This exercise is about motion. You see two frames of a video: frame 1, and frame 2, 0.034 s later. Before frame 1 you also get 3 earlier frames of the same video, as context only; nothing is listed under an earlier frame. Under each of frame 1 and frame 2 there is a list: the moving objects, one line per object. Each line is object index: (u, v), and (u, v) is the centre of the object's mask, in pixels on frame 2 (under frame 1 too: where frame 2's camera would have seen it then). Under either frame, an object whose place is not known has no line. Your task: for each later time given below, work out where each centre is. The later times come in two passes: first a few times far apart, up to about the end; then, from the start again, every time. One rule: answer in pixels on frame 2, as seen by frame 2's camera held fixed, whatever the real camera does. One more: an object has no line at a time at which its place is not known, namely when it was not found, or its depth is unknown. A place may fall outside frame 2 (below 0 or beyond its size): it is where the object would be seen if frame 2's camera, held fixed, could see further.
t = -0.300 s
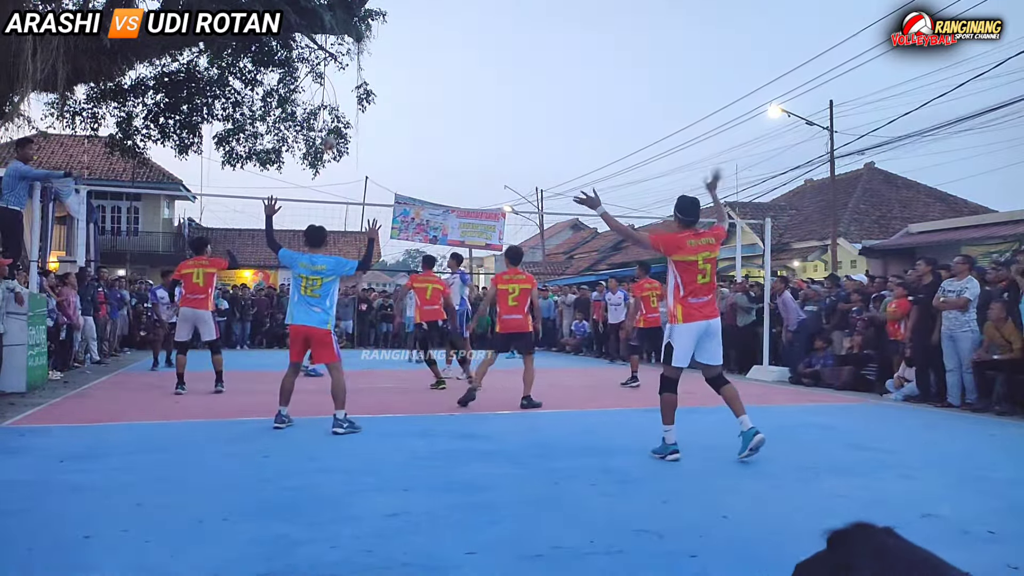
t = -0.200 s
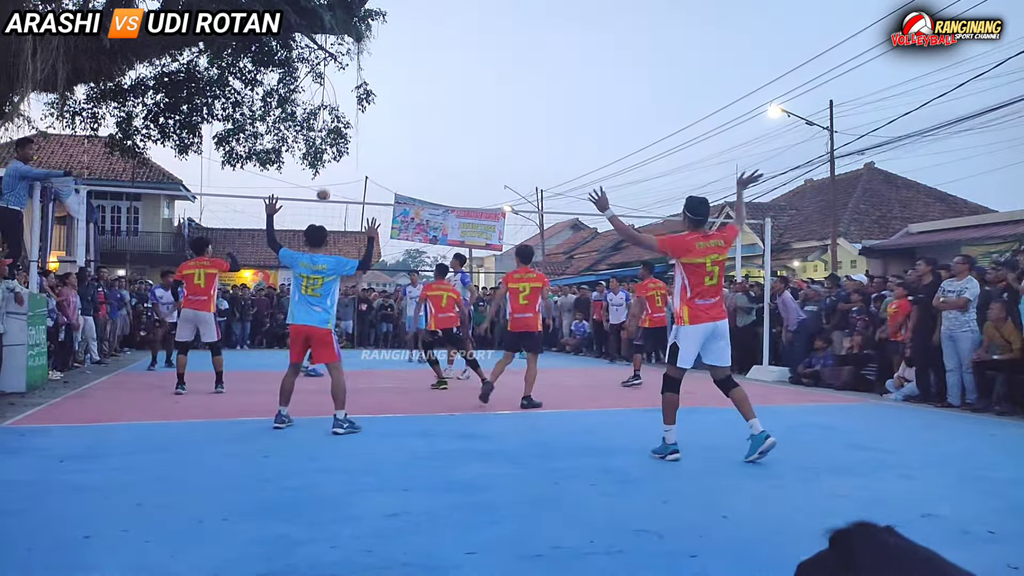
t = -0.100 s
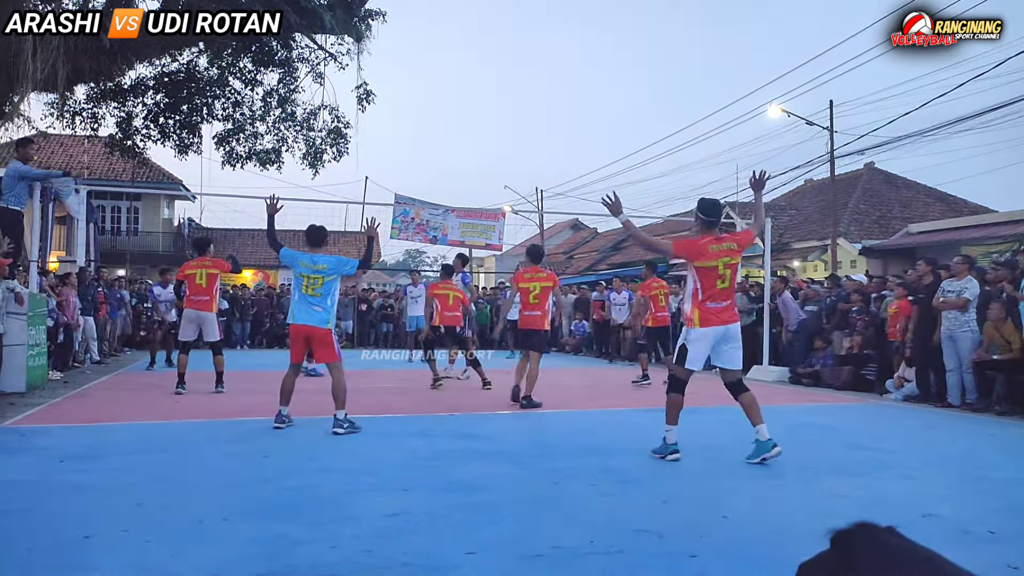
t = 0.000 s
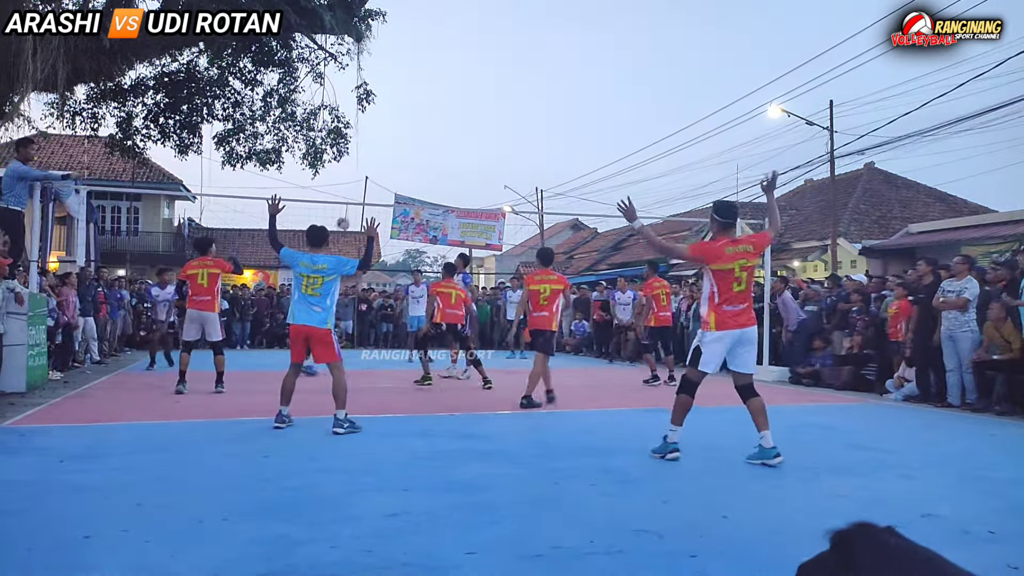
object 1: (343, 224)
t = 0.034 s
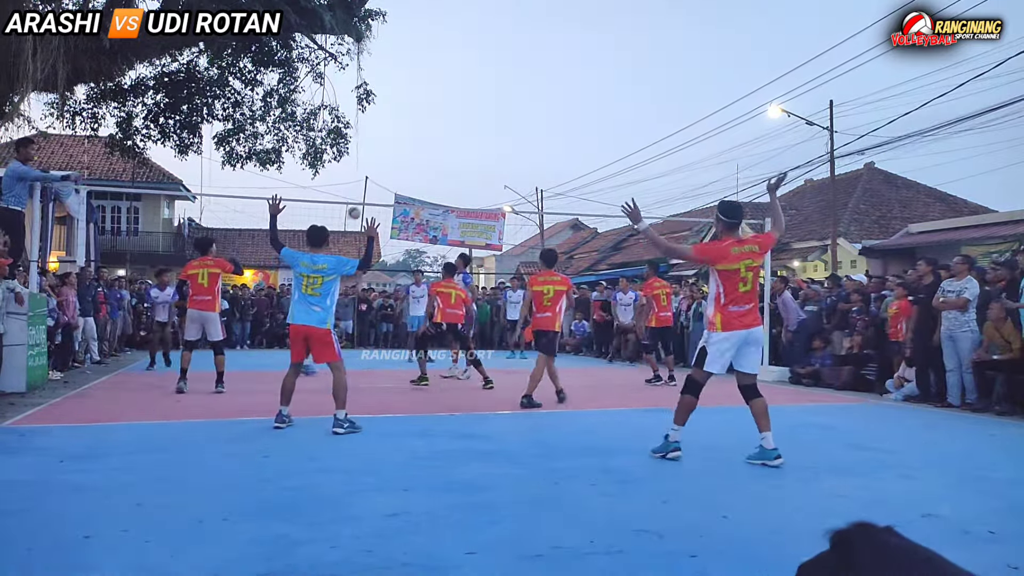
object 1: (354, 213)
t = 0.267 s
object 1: (428, 160)
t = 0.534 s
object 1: (504, 145)
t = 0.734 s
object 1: (557, 161)
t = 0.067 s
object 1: (365, 203)
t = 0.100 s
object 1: (376, 194)
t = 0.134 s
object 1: (386, 185)
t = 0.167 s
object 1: (397, 178)
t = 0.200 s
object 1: (408, 171)
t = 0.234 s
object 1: (418, 165)
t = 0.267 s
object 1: (428, 160)
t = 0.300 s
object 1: (438, 156)
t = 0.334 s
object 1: (448, 152)
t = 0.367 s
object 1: (457, 149)
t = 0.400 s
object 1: (467, 147)
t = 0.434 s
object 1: (476, 145)
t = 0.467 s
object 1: (486, 144)
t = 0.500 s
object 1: (495, 144)
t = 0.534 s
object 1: (504, 145)
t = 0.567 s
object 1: (513, 146)
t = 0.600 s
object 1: (522, 148)
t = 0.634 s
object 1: (531, 150)
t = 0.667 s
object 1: (540, 153)
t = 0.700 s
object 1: (549, 157)
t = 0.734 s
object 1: (557, 161)
